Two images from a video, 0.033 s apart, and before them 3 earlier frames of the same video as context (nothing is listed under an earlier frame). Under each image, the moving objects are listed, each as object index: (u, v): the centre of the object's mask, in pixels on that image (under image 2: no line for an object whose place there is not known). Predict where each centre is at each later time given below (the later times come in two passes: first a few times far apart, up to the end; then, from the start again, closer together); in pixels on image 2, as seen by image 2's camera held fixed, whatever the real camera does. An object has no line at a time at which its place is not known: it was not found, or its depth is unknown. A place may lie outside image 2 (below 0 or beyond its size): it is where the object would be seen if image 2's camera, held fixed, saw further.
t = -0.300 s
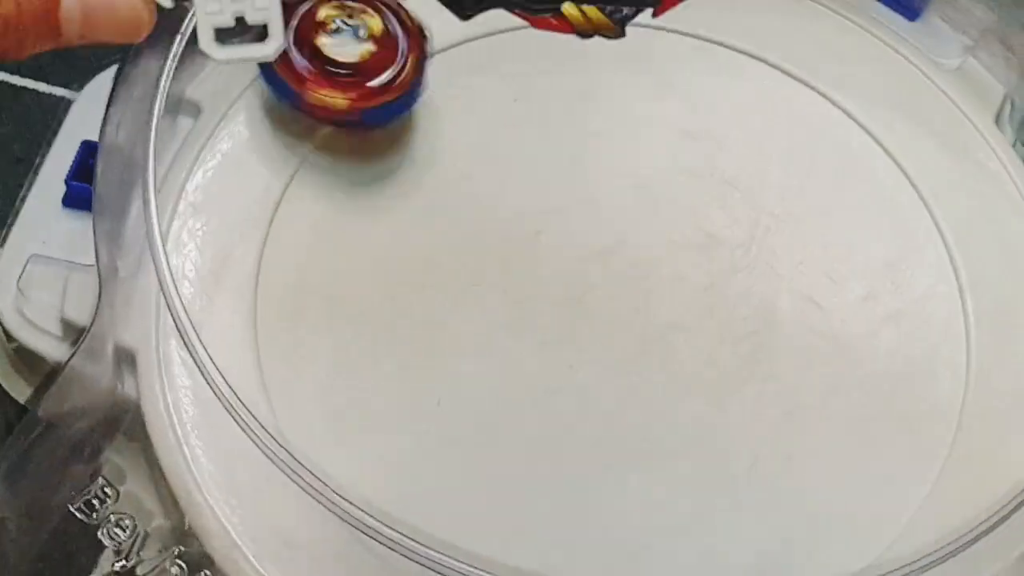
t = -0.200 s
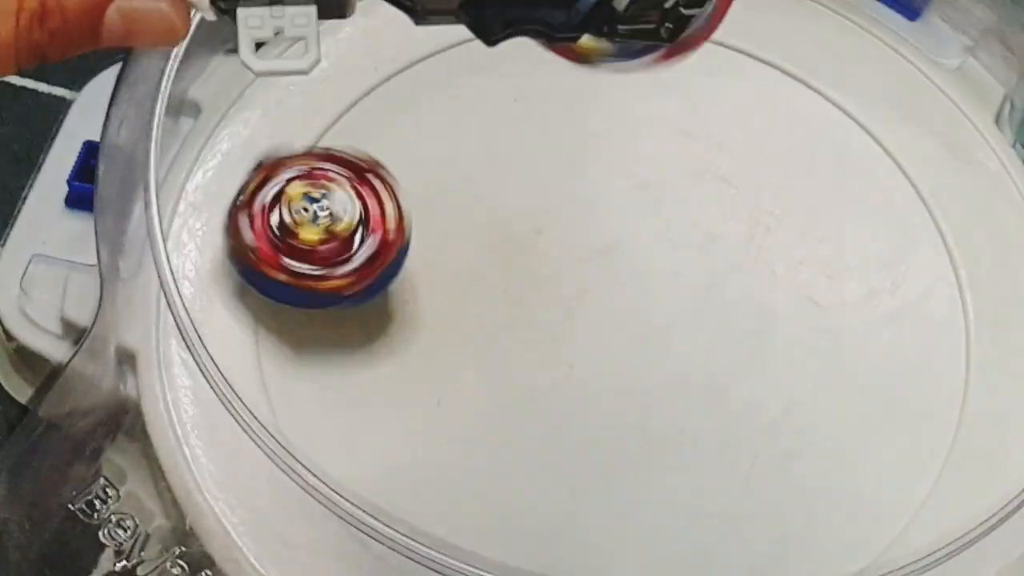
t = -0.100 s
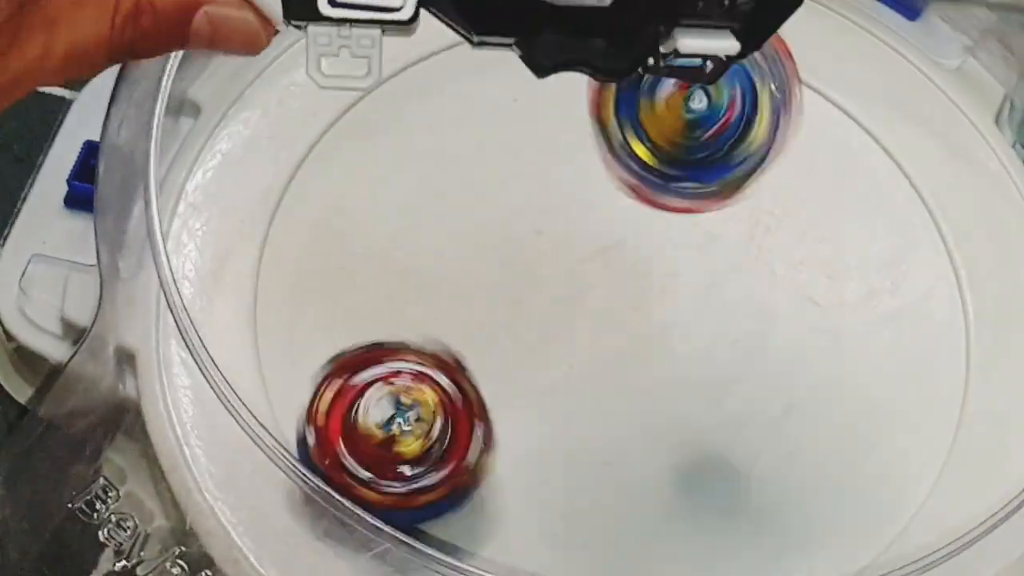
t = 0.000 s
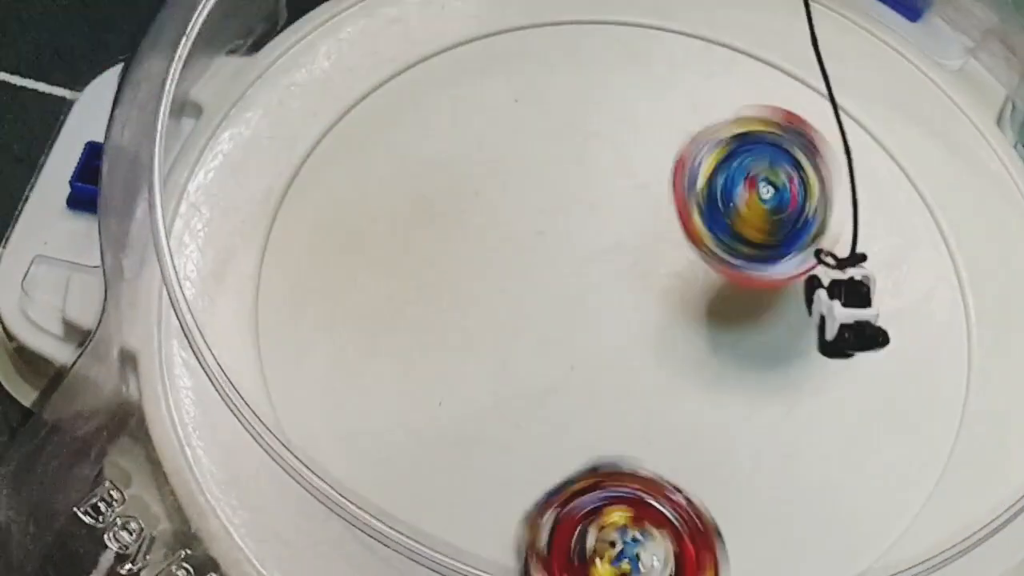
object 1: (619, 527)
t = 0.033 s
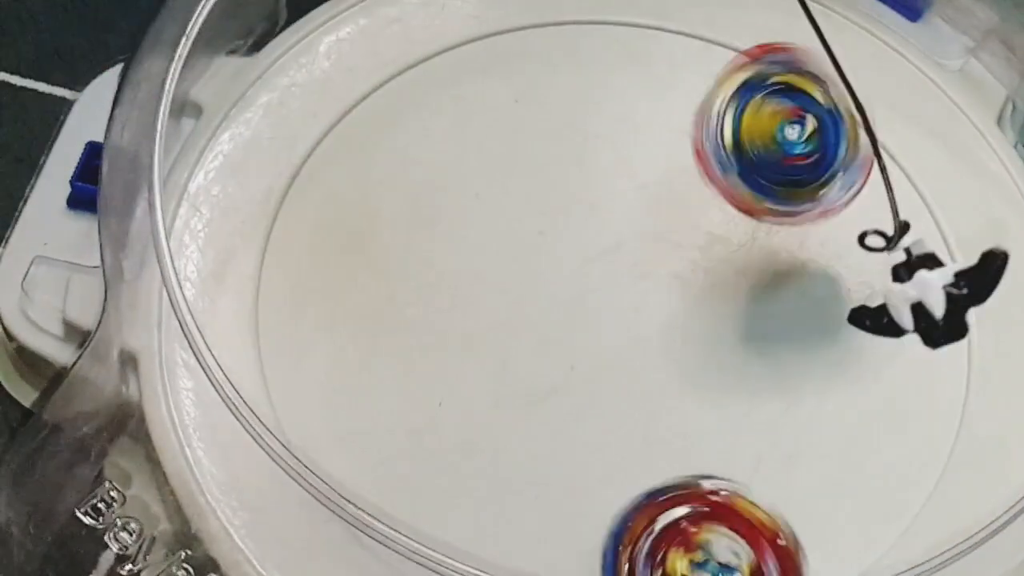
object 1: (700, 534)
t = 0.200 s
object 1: (961, 355)
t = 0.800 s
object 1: (905, 497)
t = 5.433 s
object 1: (584, 438)
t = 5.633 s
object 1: (576, 451)
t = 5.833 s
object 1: (571, 460)
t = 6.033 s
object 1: (567, 468)
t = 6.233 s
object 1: (564, 479)
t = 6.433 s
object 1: (558, 493)
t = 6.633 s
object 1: (552, 498)
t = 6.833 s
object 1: (550, 501)
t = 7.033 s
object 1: (551, 505)
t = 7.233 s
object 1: (548, 511)
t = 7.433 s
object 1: (543, 515)
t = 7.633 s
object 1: (584, 537)
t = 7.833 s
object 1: (608, 478)
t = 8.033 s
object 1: (505, 384)
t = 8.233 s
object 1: (397, 319)
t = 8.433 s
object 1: (347, 292)
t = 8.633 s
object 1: (423, 291)
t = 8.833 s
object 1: (533, 193)
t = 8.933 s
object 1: (555, 141)
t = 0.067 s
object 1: (776, 533)
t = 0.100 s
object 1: (846, 520)
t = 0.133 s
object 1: (903, 491)
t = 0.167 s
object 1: (945, 433)
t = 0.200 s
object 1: (961, 355)
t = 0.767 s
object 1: (944, 456)
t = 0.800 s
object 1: (905, 497)
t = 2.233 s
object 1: (643, 231)
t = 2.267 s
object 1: (644, 234)
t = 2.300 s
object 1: (644, 237)
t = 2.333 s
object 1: (643, 242)
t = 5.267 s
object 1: (589, 429)
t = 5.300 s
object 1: (589, 431)
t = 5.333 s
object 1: (587, 433)
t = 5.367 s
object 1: (586, 435)
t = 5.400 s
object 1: (585, 437)
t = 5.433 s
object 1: (584, 438)
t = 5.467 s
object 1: (584, 440)
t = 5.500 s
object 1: (583, 443)
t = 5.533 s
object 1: (582, 446)
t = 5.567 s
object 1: (581, 448)
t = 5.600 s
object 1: (578, 450)
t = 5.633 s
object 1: (576, 451)
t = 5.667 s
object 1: (575, 452)
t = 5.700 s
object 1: (574, 454)
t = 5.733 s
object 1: (573, 455)
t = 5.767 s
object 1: (573, 456)
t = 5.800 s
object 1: (572, 458)
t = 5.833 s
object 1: (571, 460)
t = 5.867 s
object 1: (569, 461)
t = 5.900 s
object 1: (569, 463)
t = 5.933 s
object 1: (568, 464)
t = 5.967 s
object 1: (568, 465)
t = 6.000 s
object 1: (568, 466)
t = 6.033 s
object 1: (567, 468)
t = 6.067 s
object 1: (566, 469)
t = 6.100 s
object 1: (566, 471)
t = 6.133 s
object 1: (566, 473)
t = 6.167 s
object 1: (566, 475)
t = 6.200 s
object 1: (565, 477)
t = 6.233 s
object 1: (564, 479)
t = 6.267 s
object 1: (563, 481)
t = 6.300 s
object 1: (561, 484)
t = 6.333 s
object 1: (561, 485)
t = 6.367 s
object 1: (561, 488)
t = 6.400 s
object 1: (560, 490)
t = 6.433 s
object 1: (558, 493)
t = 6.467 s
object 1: (557, 494)
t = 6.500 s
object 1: (555, 495)
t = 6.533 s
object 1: (553, 496)
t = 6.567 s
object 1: (551, 497)
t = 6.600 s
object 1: (552, 497)
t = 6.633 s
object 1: (552, 498)
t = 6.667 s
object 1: (552, 498)
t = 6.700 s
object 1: (551, 499)
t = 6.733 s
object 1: (550, 499)
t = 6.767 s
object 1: (550, 500)
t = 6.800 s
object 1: (550, 500)
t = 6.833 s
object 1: (550, 501)
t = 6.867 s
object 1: (550, 501)
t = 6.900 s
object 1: (550, 501)
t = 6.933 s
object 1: (550, 501)
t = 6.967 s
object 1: (550, 502)
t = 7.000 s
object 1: (551, 503)
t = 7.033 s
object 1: (551, 505)
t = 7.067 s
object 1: (551, 506)
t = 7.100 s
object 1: (551, 507)
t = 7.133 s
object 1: (549, 508)
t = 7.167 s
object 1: (548, 509)
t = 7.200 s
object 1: (549, 510)
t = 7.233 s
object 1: (548, 511)
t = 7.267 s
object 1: (549, 512)
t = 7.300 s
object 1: (548, 514)
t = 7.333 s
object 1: (547, 515)
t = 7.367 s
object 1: (546, 515)
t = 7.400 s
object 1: (544, 515)
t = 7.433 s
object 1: (543, 515)
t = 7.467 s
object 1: (543, 516)
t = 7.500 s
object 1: (544, 525)
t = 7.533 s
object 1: (540, 543)
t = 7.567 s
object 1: (553, 543)
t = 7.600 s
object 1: (568, 539)
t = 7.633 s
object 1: (584, 537)
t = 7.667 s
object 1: (594, 533)
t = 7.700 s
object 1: (602, 529)
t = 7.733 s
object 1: (608, 519)
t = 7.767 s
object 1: (611, 508)
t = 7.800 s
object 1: (612, 493)
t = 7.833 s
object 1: (608, 478)
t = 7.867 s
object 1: (597, 461)
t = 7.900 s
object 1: (581, 446)
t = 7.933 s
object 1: (564, 428)
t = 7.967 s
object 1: (544, 412)
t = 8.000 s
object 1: (525, 396)
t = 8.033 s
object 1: (505, 384)
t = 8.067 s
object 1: (484, 373)
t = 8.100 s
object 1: (463, 364)
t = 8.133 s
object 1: (440, 352)
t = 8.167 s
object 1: (425, 341)
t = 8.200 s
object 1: (409, 329)
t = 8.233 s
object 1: (397, 319)
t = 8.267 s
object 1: (386, 312)
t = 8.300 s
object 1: (377, 305)
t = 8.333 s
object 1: (369, 301)
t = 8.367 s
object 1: (358, 297)
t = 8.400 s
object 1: (352, 292)
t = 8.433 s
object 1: (347, 292)
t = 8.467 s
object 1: (346, 291)
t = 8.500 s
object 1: (353, 293)
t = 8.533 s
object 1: (365, 297)
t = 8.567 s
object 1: (380, 300)
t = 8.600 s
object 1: (400, 297)
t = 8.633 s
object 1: (423, 291)
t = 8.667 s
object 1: (444, 280)
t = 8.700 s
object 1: (466, 264)
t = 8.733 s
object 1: (487, 248)
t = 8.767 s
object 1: (504, 230)
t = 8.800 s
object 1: (520, 211)
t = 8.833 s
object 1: (533, 193)
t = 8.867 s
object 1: (543, 175)
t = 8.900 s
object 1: (551, 158)
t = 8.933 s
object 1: (555, 141)
